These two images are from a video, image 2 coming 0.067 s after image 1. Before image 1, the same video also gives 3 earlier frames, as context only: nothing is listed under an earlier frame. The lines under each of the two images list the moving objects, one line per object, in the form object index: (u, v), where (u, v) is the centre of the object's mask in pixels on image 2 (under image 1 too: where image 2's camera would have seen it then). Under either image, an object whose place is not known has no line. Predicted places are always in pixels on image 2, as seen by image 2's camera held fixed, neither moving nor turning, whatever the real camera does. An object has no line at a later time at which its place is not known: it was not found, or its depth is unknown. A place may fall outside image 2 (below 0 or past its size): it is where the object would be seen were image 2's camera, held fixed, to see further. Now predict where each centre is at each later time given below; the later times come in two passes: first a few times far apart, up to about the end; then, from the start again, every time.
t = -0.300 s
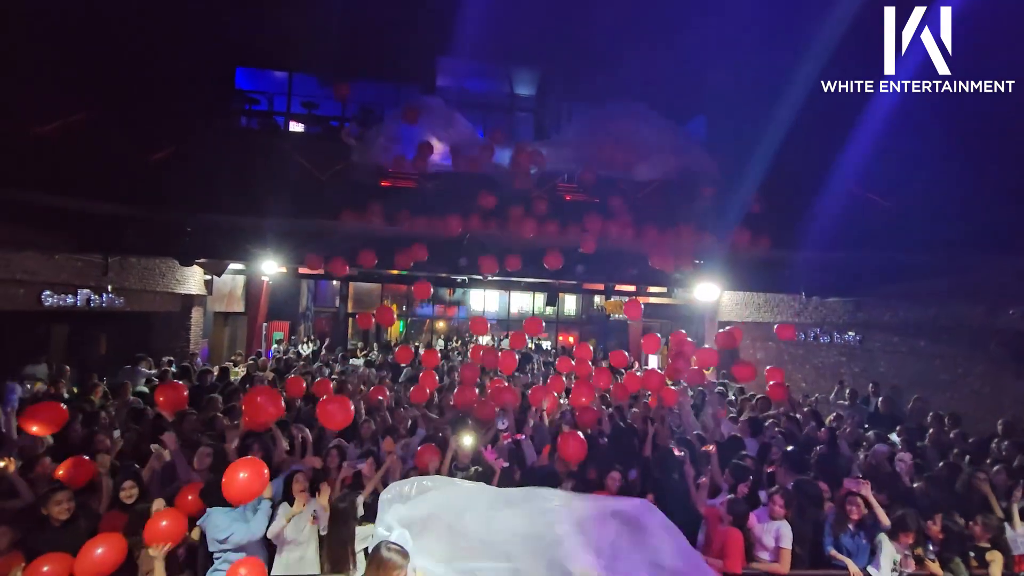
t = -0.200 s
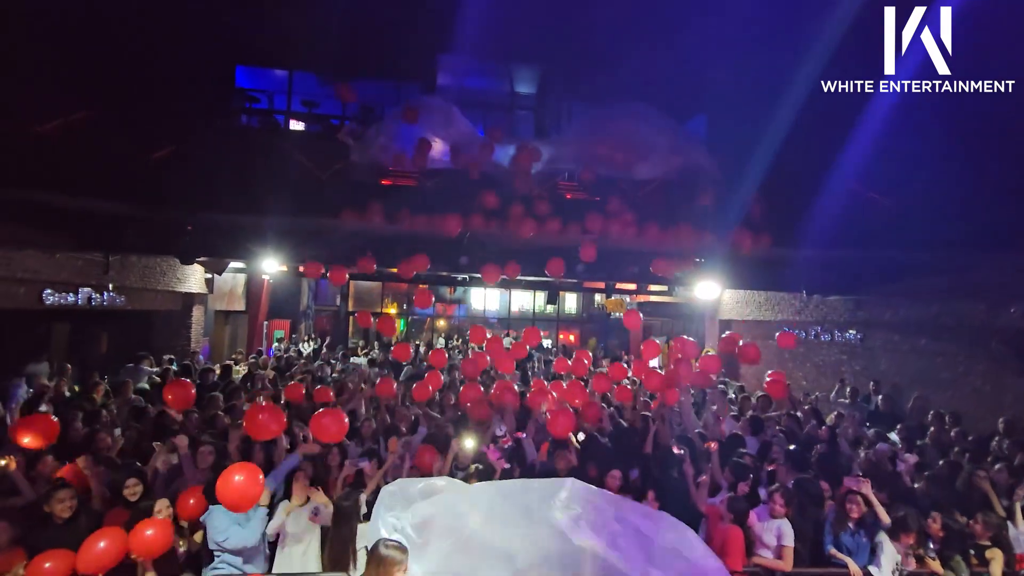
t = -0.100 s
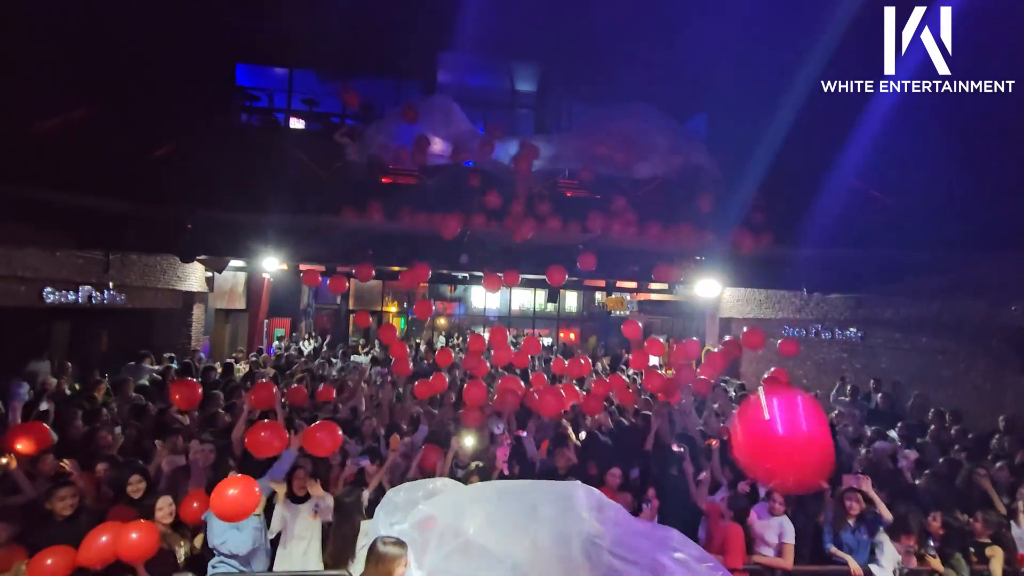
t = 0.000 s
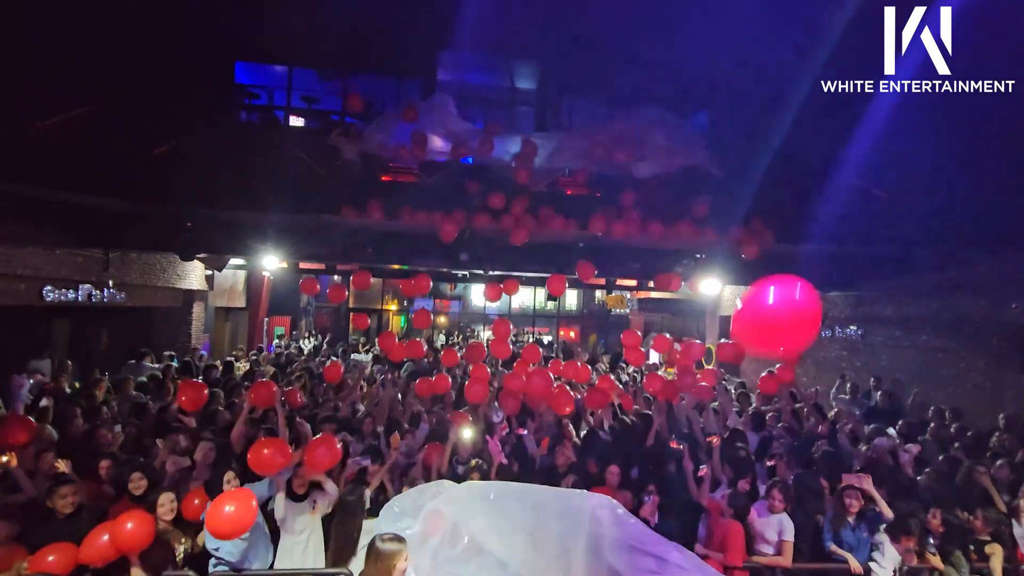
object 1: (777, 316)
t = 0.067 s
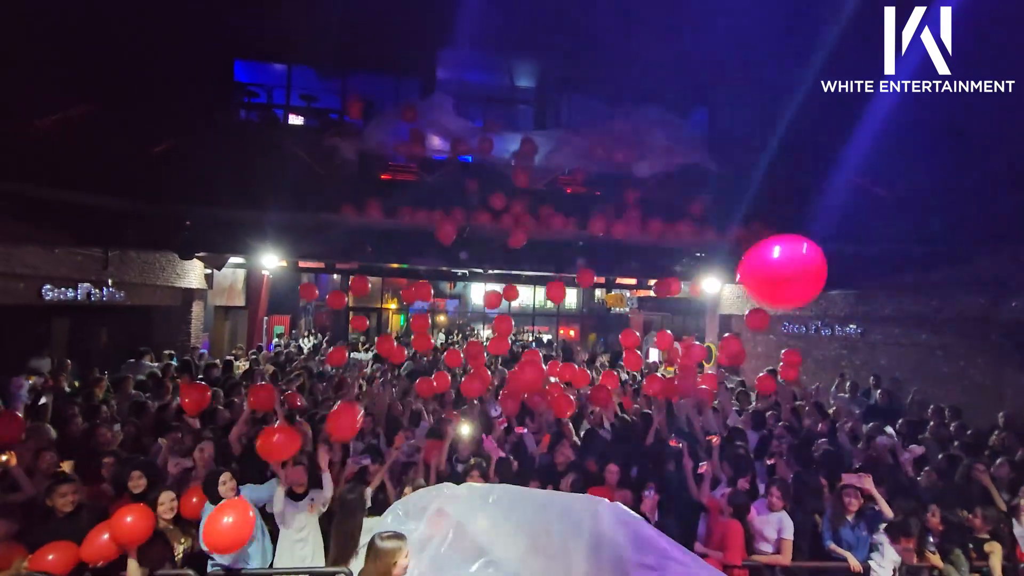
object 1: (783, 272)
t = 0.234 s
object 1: (788, 219)
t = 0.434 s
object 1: (786, 202)
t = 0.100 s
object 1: (785, 257)
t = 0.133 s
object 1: (786, 245)
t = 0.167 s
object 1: (787, 234)
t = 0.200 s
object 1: (788, 226)
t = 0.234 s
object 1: (788, 219)
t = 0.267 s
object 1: (788, 214)
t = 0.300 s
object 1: (788, 210)
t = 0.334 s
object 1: (787, 207)
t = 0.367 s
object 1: (787, 204)
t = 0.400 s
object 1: (787, 203)
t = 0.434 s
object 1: (786, 202)
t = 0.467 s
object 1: (786, 202)
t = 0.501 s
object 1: (785, 202)
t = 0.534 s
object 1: (785, 203)
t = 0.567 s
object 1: (784, 203)
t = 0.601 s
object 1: (784, 205)
